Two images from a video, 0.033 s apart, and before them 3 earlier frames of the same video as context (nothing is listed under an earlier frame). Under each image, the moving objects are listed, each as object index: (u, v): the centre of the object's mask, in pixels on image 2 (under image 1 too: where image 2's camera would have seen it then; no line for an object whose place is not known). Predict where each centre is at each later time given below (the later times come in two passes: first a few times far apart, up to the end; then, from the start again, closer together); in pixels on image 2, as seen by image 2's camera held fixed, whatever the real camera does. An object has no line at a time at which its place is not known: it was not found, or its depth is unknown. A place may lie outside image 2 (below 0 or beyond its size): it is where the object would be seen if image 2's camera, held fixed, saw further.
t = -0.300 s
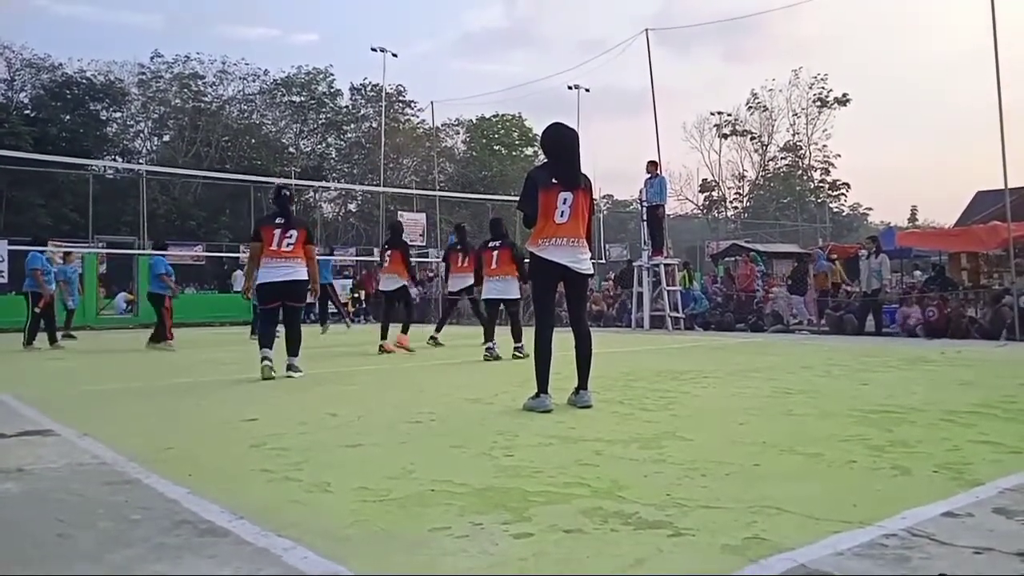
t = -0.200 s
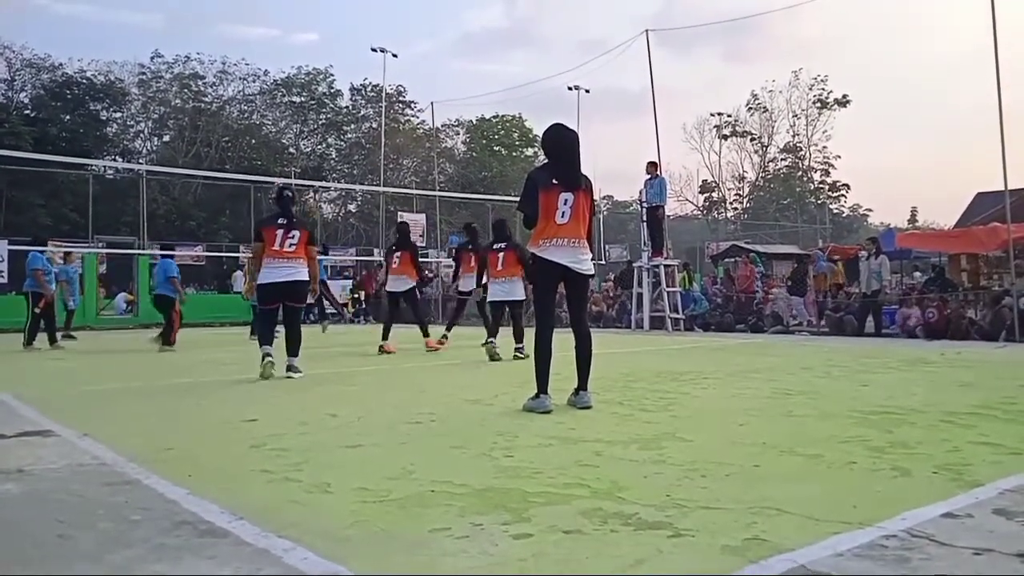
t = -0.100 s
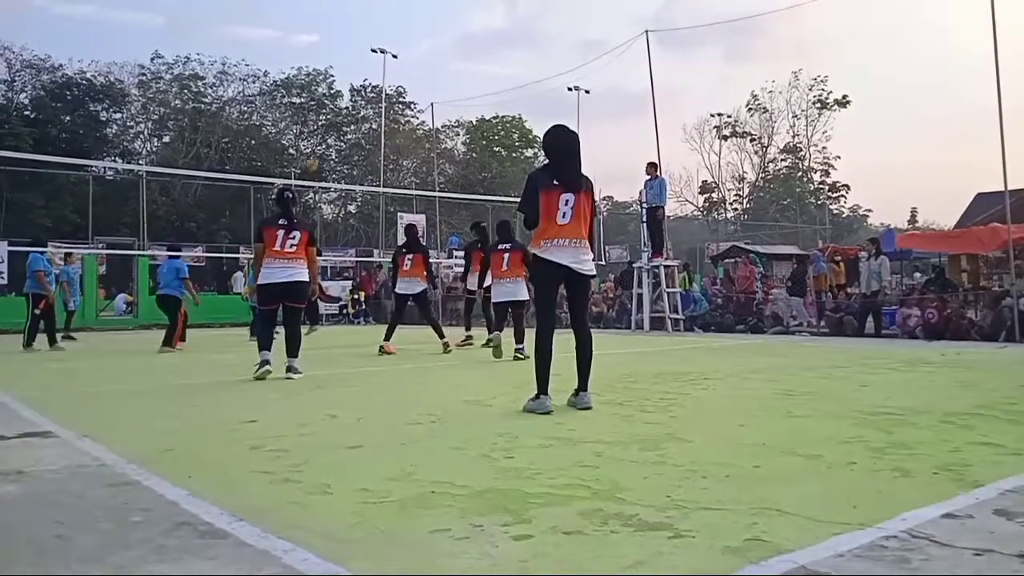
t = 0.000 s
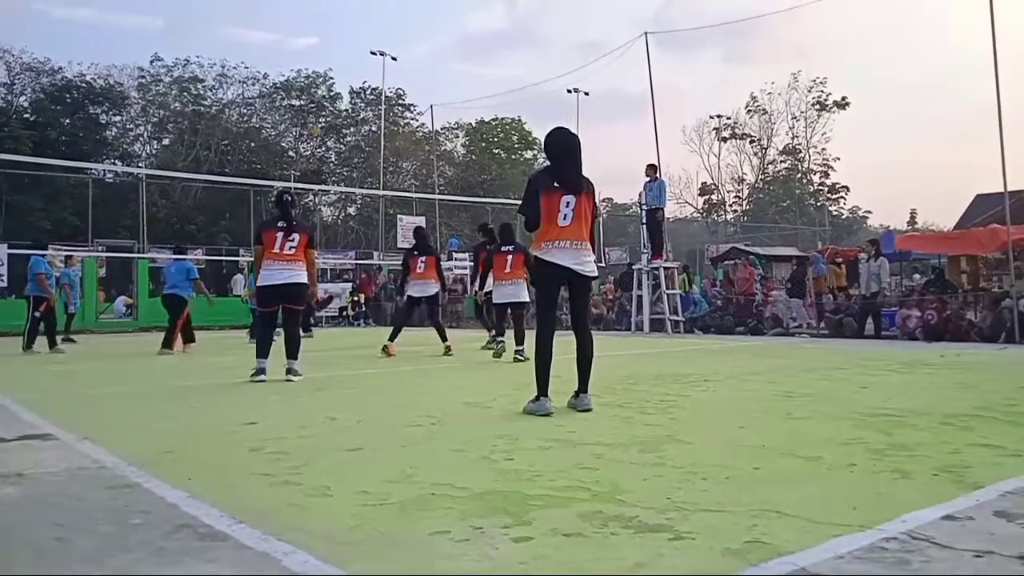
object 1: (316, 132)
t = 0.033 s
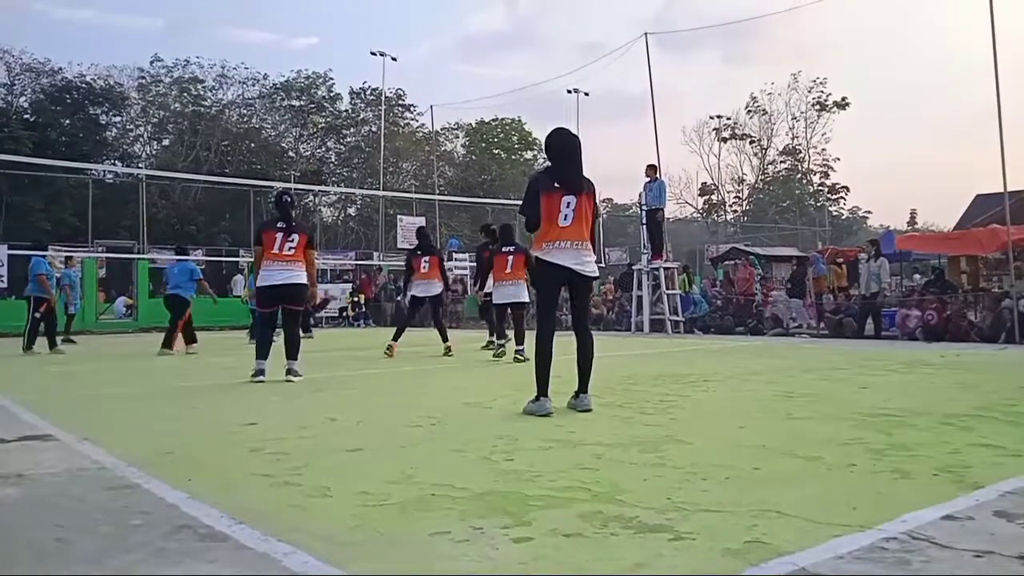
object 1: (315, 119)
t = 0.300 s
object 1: (321, 59)
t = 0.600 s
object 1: (329, 35)
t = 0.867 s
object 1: (336, 53)
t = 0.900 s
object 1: (337, 58)
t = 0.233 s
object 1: (320, 71)
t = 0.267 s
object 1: (320, 64)
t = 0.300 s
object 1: (321, 59)
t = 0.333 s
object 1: (322, 54)
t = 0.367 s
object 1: (323, 50)
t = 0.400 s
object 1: (324, 46)
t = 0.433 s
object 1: (325, 43)
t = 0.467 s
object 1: (325, 40)
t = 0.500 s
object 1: (326, 38)
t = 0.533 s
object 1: (327, 36)
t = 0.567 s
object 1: (328, 35)
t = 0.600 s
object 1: (329, 35)
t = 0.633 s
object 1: (330, 35)
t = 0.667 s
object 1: (331, 36)
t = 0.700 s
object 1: (331, 37)
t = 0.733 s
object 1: (332, 39)
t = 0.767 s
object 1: (333, 42)
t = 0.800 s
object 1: (334, 45)
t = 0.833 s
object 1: (335, 49)
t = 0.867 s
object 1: (336, 53)
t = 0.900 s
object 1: (337, 58)
